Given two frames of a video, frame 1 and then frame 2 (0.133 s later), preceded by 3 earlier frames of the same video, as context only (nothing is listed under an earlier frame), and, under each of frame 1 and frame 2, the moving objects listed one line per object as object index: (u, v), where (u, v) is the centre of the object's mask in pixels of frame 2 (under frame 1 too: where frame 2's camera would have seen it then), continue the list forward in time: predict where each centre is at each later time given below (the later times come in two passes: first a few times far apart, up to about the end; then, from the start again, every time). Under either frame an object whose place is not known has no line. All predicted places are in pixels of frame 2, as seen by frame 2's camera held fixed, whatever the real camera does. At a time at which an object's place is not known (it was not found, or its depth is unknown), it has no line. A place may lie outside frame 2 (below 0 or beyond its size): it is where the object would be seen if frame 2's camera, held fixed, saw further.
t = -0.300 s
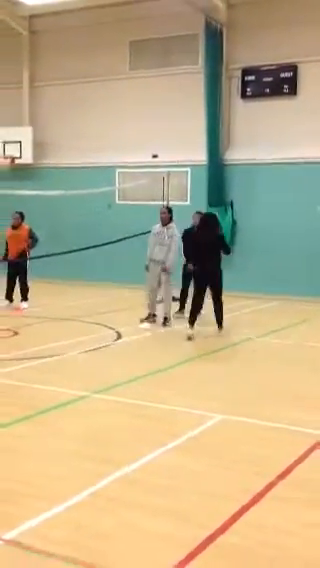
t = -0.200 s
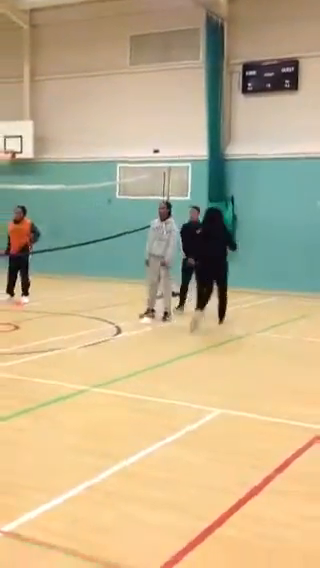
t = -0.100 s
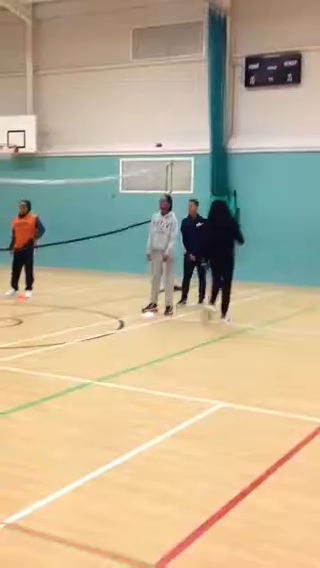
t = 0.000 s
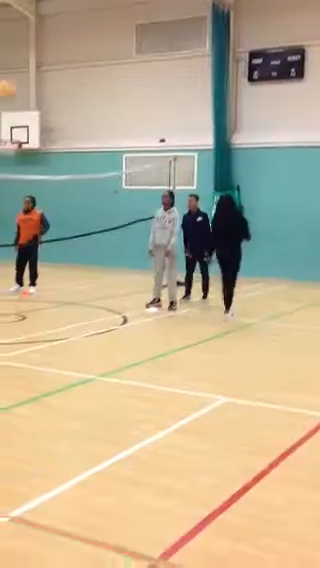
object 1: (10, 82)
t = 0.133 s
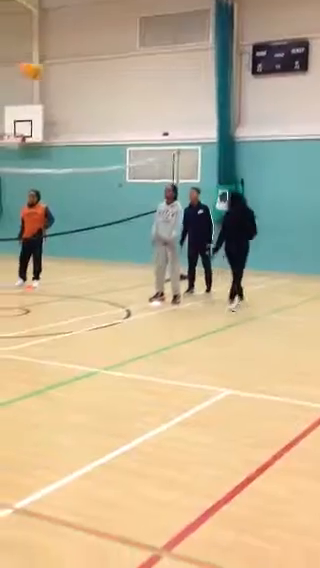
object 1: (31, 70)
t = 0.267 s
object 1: (52, 69)
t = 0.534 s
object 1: (95, 112)
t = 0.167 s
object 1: (36, 68)
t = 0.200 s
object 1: (44, 67)
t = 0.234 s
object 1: (49, 68)
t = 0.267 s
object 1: (52, 69)
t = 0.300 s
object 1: (60, 73)
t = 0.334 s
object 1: (70, 80)
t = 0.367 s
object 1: (71, 81)
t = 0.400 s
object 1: (76, 85)
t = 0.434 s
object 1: (81, 90)
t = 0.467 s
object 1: (86, 98)
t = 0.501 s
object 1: (89, 105)
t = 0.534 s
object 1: (95, 112)
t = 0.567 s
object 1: (100, 122)
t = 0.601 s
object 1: (108, 129)
